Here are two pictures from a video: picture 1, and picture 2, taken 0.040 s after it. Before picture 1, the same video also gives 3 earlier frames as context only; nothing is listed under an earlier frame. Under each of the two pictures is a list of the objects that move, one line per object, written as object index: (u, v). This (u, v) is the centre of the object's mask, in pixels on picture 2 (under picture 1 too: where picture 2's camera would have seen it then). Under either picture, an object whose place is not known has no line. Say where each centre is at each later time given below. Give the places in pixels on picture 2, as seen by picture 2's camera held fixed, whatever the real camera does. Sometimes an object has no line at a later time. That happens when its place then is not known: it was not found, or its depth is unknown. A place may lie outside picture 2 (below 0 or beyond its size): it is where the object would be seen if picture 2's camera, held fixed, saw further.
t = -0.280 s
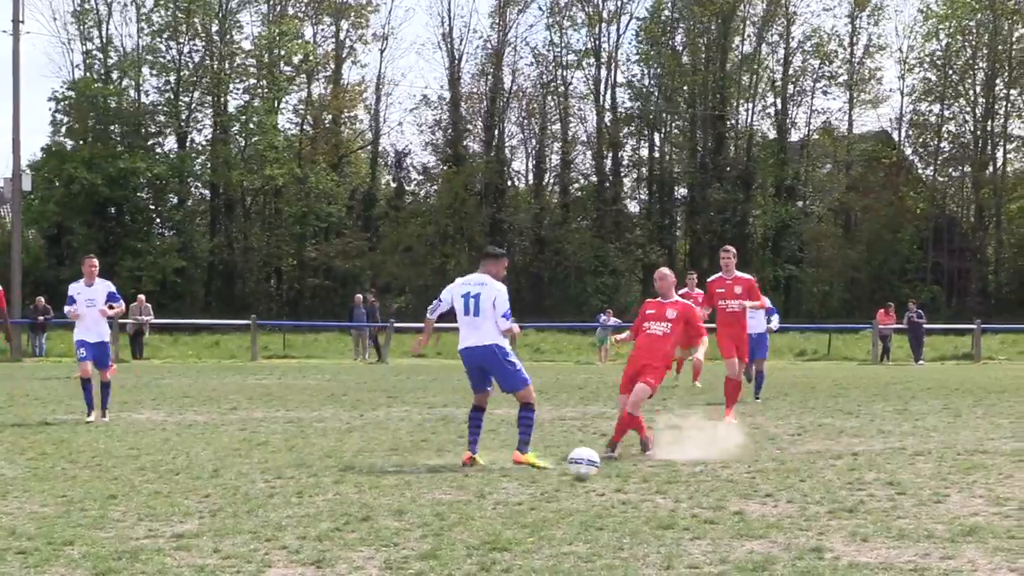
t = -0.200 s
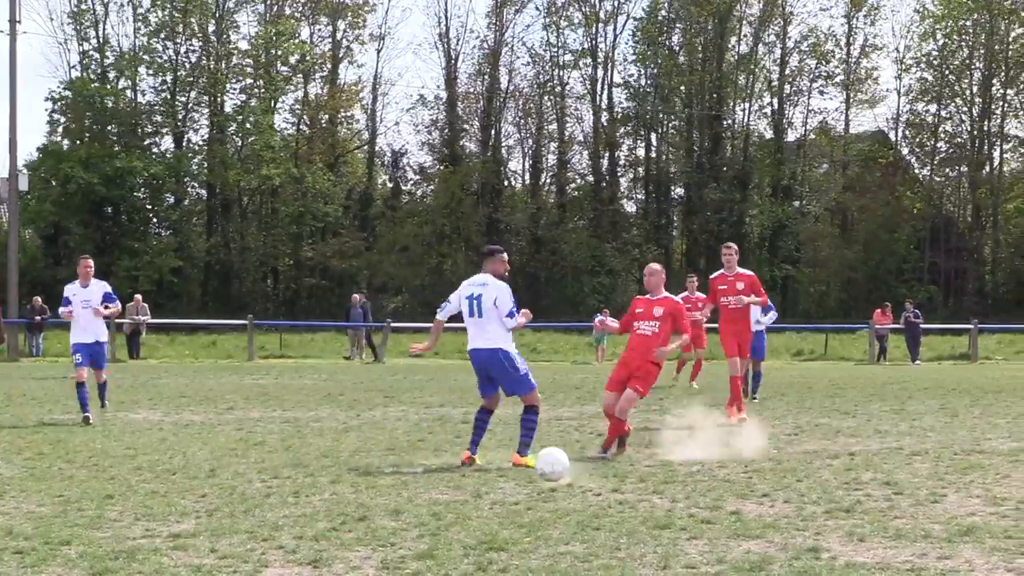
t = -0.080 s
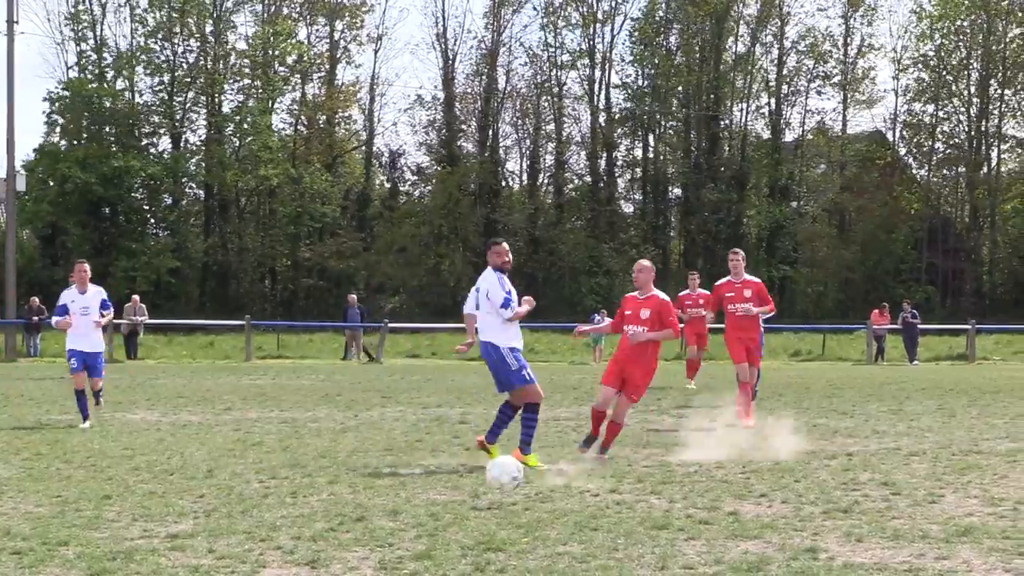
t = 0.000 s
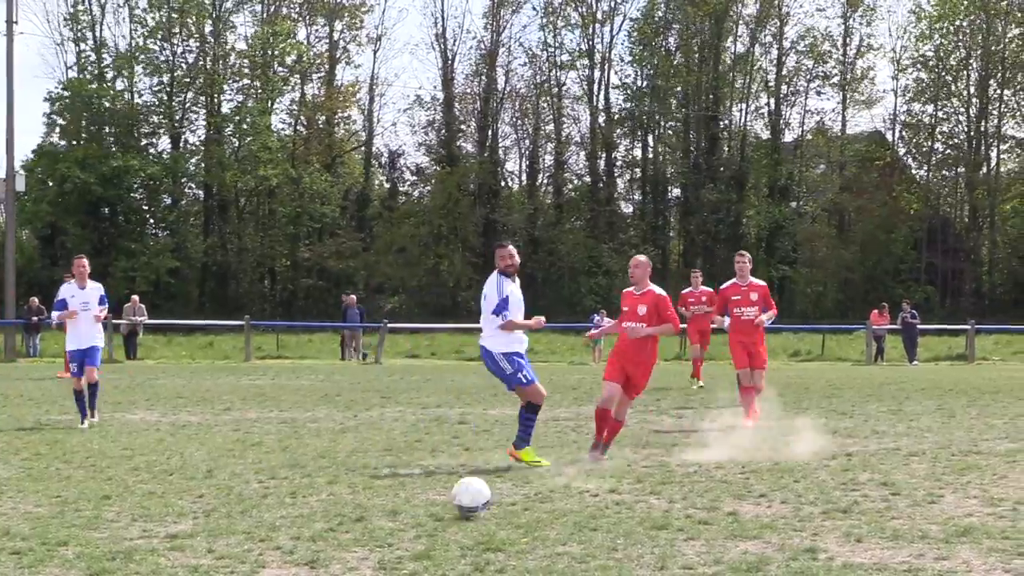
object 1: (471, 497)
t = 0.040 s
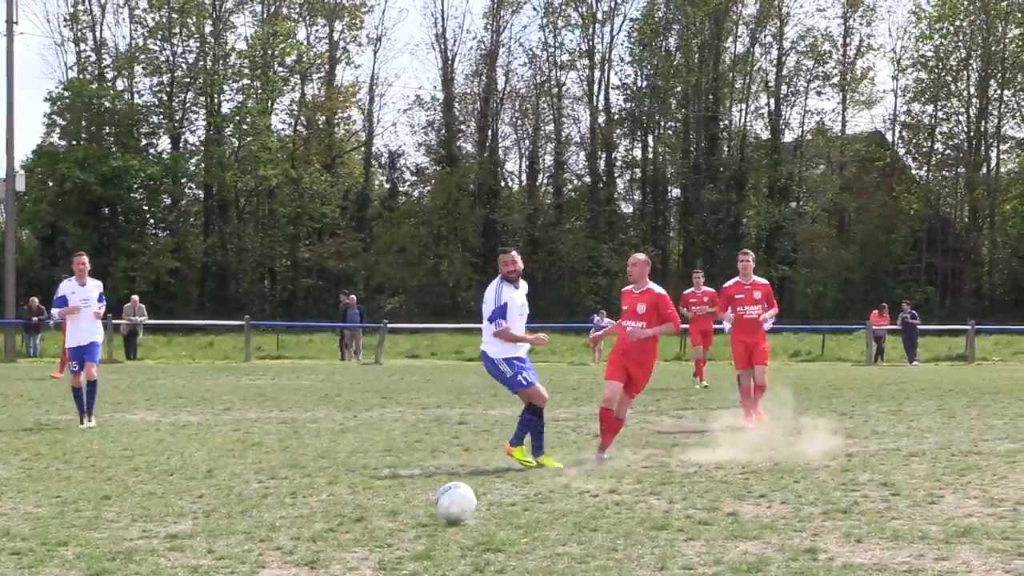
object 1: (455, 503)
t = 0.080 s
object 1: (442, 496)
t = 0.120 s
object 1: (430, 493)
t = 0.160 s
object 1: (415, 494)
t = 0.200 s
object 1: (400, 500)
